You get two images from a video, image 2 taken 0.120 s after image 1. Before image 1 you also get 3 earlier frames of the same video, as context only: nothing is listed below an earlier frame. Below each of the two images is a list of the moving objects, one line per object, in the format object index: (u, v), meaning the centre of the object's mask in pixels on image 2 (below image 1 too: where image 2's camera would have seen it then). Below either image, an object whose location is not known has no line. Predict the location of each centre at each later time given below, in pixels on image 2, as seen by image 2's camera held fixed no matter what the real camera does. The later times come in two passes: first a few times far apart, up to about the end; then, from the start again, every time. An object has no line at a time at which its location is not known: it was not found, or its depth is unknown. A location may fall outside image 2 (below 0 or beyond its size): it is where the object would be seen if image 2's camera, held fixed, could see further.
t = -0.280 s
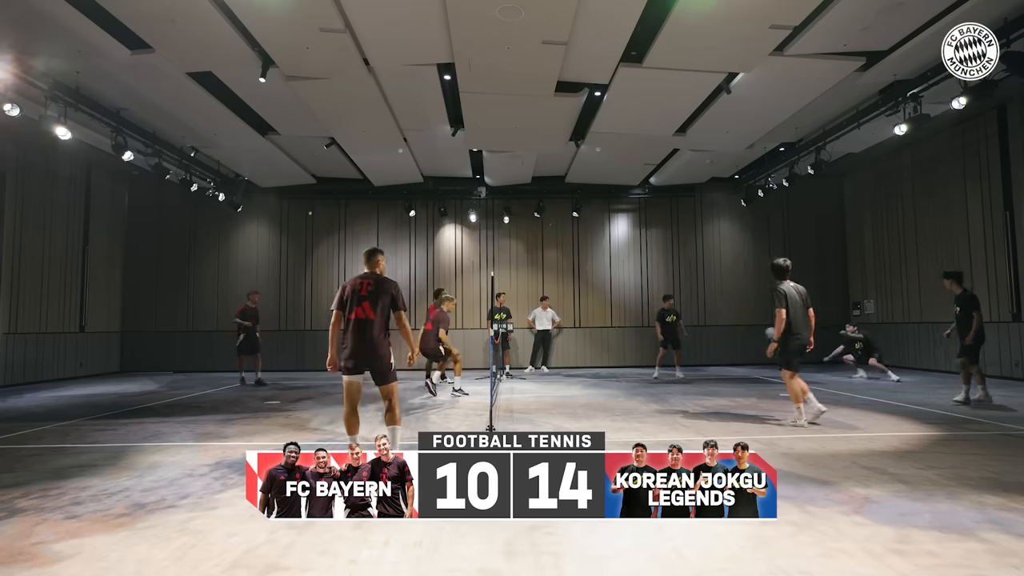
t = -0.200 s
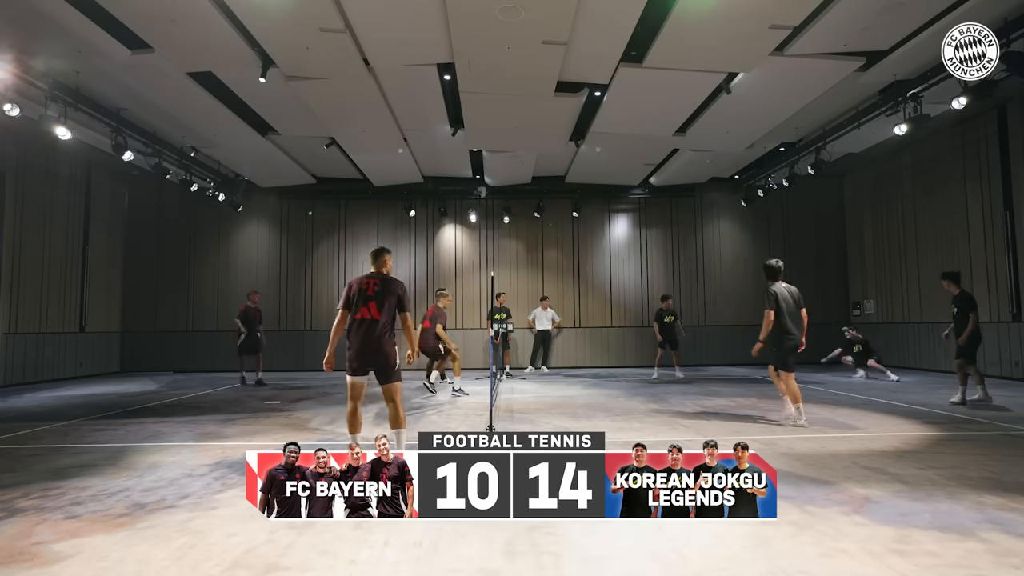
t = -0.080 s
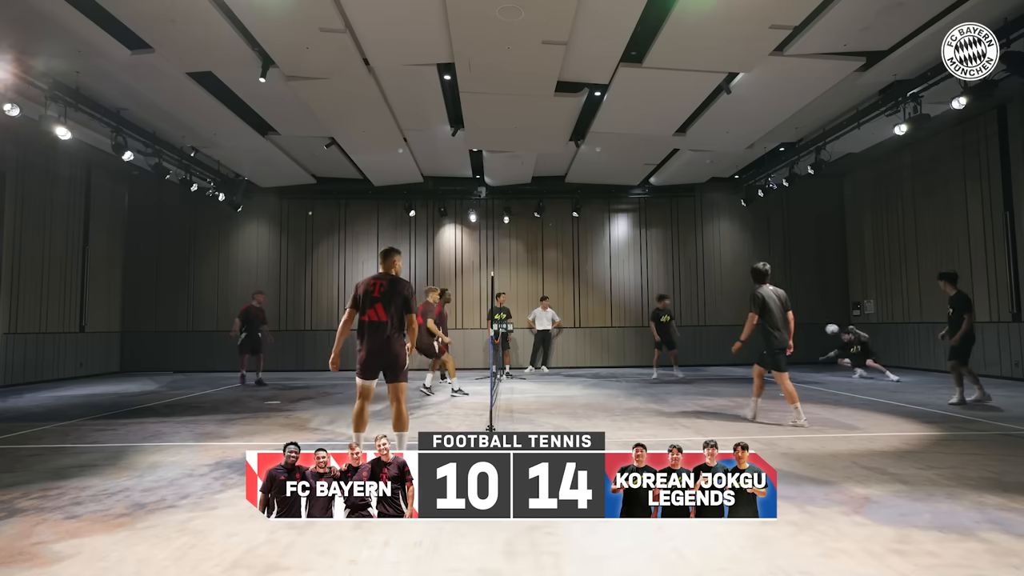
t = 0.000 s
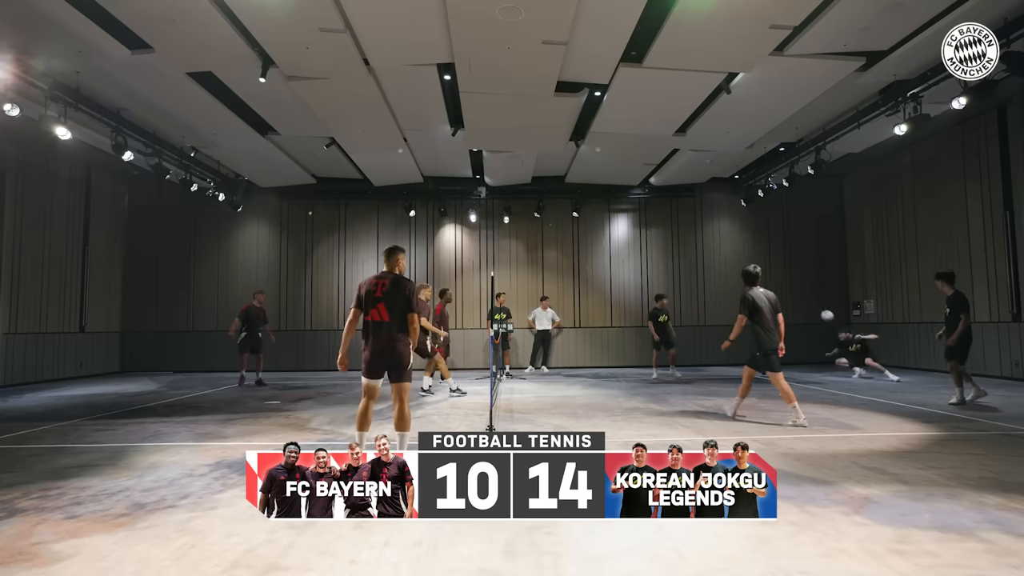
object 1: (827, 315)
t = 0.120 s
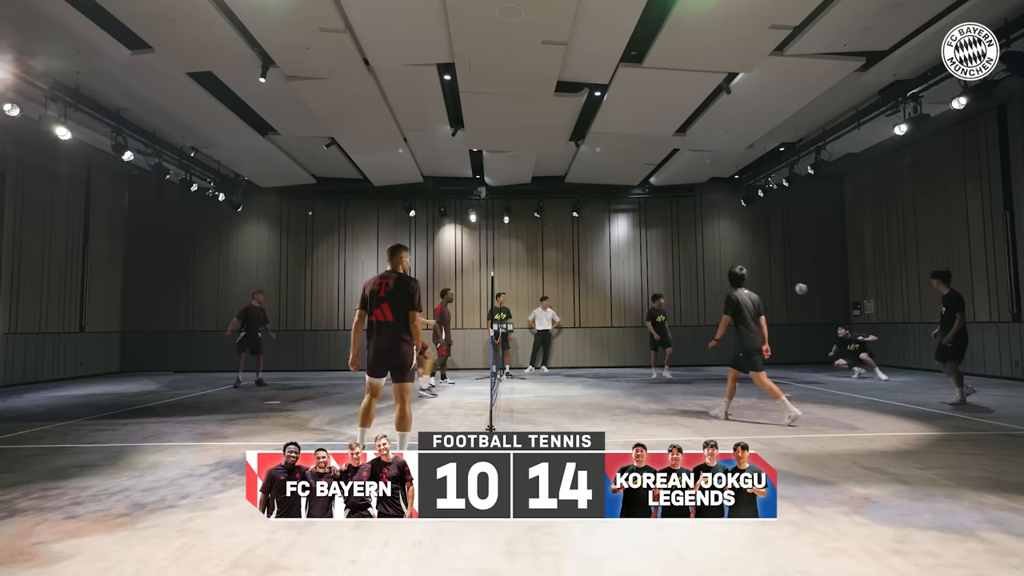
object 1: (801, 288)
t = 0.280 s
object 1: (767, 264)
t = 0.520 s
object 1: (717, 251)
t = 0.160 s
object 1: (792, 281)
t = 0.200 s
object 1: (784, 275)
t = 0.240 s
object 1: (775, 269)
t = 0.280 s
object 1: (767, 264)
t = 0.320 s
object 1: (758, 260)
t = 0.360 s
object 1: (750, 256)
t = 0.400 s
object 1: (742, 254)
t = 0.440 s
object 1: (734, 252)
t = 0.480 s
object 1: (725, 251)
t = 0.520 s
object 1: (717, 251)
